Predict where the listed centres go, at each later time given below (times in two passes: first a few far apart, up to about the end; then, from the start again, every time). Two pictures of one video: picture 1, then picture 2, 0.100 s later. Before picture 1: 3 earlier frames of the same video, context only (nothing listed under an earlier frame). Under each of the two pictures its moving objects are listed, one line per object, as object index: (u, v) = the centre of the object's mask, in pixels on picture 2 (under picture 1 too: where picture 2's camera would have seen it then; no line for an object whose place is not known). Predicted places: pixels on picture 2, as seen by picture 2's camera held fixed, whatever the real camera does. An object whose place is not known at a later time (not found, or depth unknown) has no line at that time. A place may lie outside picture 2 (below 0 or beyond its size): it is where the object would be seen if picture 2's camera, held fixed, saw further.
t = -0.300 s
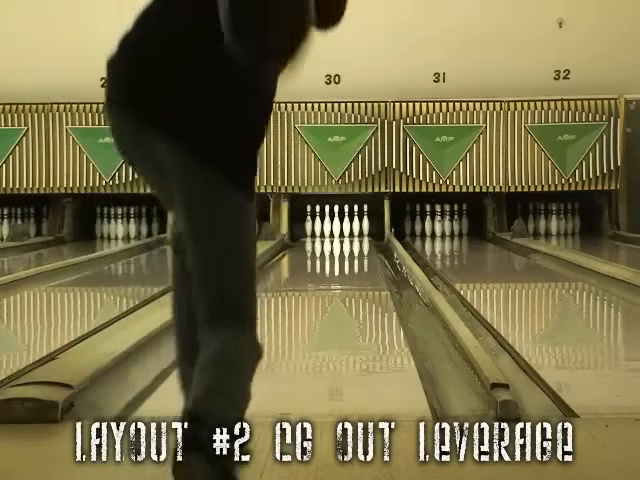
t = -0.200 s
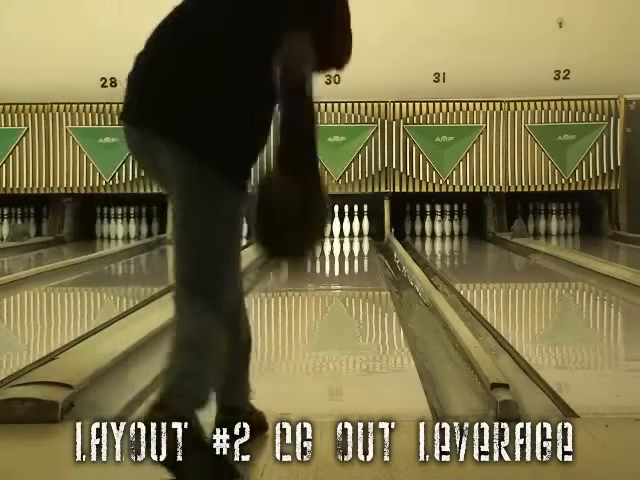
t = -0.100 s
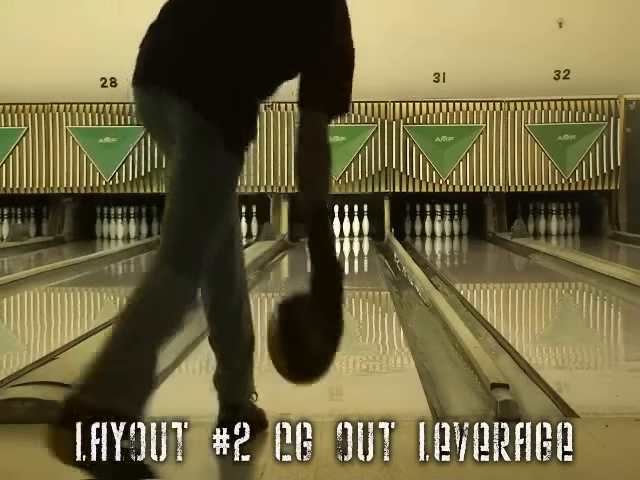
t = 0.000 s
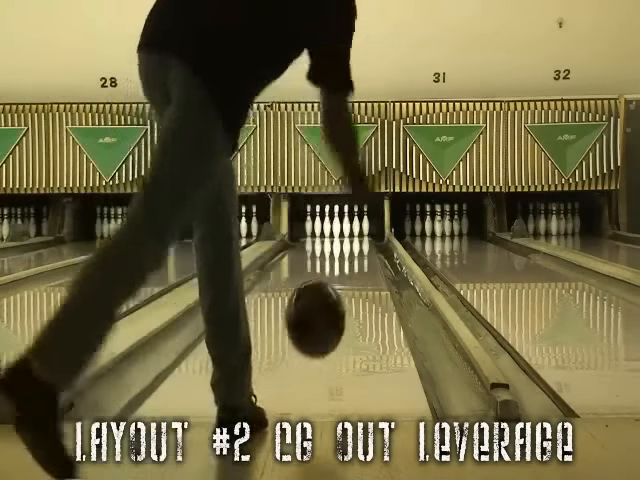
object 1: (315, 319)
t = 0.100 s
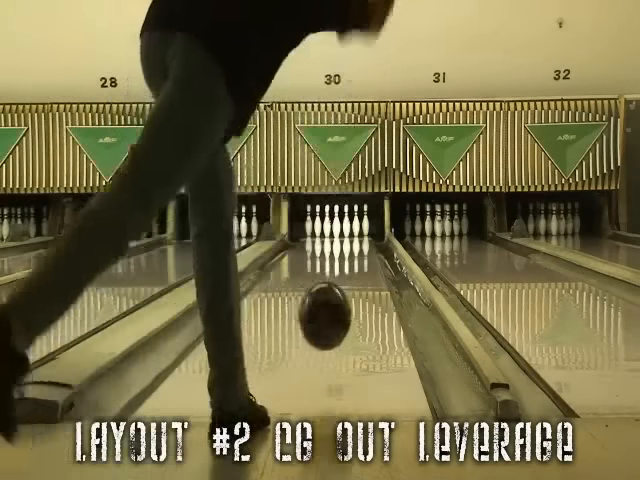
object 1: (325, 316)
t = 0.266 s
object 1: (335, 315)
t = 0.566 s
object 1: (346, 286)
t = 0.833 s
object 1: (349, 269)
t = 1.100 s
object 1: (353, 257)
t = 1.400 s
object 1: (354, 248)
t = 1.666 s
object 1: (354, 240)
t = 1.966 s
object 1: (351, 233)
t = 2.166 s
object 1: (346, 231)
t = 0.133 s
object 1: (327, 321)
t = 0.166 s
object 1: (330, 331)
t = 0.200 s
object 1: (331, 327)
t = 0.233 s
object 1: (333, 319)
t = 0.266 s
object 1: (335, 315)
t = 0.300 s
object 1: (337, 313)
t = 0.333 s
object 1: (338, 309)
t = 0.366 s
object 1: (340, 306)
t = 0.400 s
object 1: (341, 302)
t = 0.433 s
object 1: (342, 299)
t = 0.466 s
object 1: (343, 295)
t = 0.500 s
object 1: (344, 292)
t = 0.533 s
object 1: (345, 289)
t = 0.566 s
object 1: (346, 286)
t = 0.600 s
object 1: (347, 284)
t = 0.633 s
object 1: (346, 282)
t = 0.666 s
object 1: (347, 279)
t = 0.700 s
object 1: (348, 277)
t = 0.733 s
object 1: (349, 274)
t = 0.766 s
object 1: (350, 272)
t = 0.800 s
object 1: (349, 269)
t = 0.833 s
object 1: (349, 269)
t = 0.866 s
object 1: (350, 267)
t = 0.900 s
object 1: (352, 265)
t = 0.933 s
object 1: (352, 263)
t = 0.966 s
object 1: (351, 262)
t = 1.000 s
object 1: (352, 261)
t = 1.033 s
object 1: (353, 259)
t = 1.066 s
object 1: (352, 258)
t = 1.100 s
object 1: (353, 257)
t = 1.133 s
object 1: (353, 256)
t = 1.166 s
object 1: (354, 255)
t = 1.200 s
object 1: (354, 254)
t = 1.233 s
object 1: (354, 253)
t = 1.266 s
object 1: (354, 252)
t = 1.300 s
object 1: (354, 251)
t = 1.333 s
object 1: (354, 249)
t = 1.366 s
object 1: (354, 249)
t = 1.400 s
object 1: (354, 248)
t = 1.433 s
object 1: (354, 247)
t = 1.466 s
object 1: (354, 246)
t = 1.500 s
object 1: (354, 244)
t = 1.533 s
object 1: (354, 244)
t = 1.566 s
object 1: (354, 244)
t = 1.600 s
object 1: (354, 242)
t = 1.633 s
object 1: (354, 241)
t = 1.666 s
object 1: (354, 240)
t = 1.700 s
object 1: (354, 239)
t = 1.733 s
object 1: (354, 239)
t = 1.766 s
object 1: (354, 238)
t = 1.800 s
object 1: (353, 237)
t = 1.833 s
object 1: (353, 236)
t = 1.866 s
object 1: (352, 236)
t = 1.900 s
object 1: (352, 235)
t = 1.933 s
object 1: (352, 235)
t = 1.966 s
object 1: (351, 233)
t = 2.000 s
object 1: (350, 233)
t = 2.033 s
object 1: (349, 232)
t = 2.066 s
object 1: (349, 232)
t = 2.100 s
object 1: (348, 232)
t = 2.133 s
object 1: (347, 232)
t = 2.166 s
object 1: (346, 231)
